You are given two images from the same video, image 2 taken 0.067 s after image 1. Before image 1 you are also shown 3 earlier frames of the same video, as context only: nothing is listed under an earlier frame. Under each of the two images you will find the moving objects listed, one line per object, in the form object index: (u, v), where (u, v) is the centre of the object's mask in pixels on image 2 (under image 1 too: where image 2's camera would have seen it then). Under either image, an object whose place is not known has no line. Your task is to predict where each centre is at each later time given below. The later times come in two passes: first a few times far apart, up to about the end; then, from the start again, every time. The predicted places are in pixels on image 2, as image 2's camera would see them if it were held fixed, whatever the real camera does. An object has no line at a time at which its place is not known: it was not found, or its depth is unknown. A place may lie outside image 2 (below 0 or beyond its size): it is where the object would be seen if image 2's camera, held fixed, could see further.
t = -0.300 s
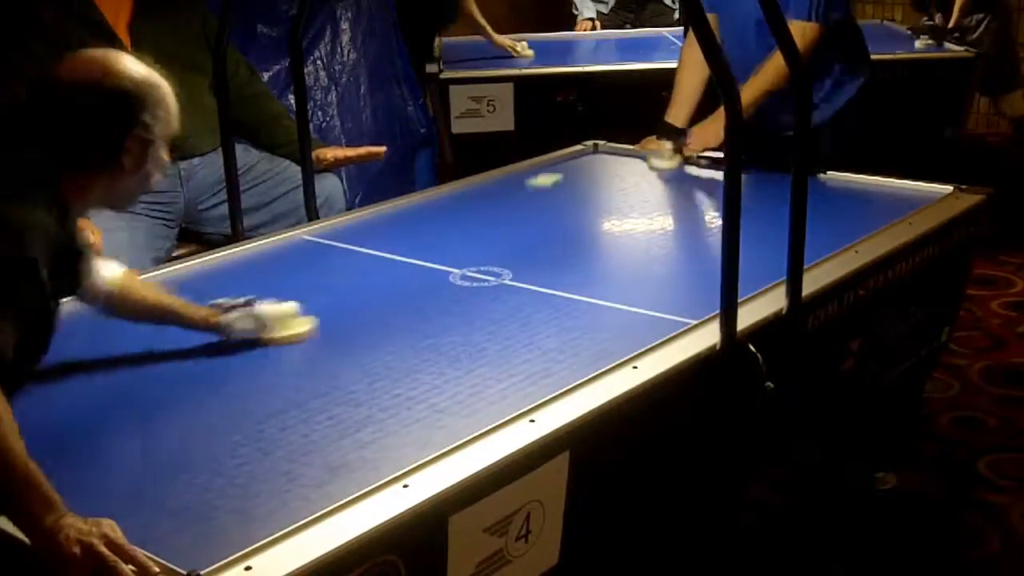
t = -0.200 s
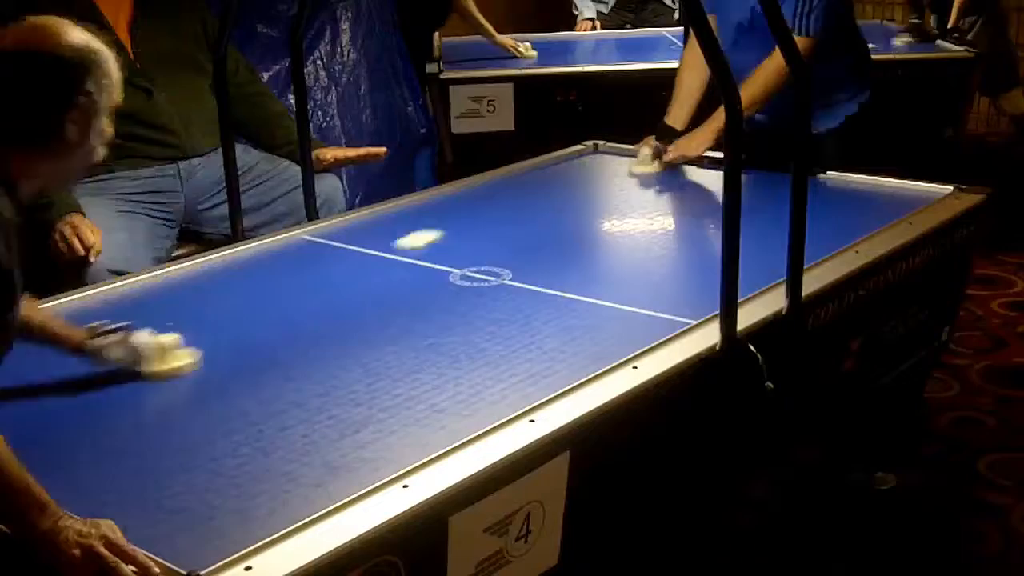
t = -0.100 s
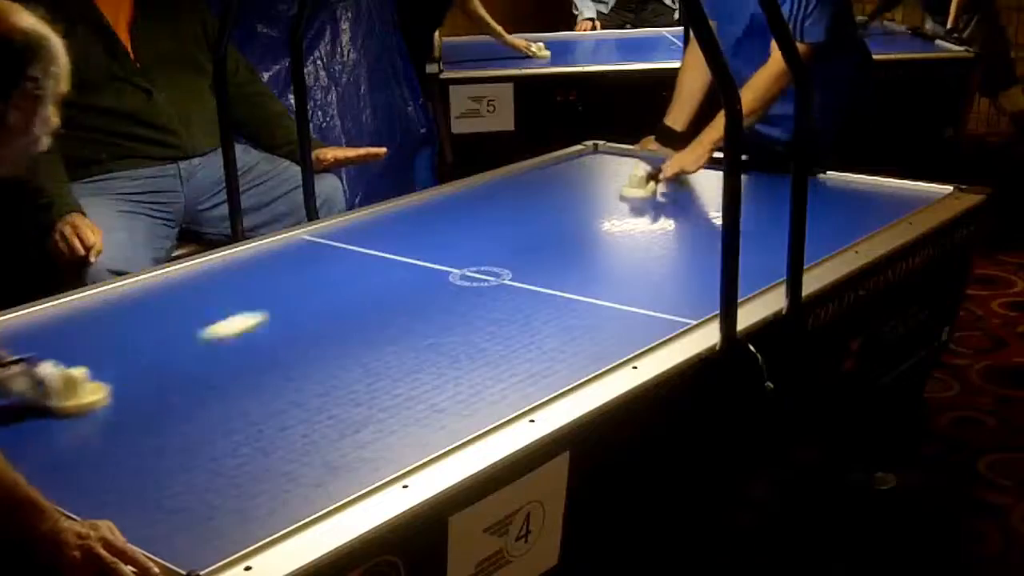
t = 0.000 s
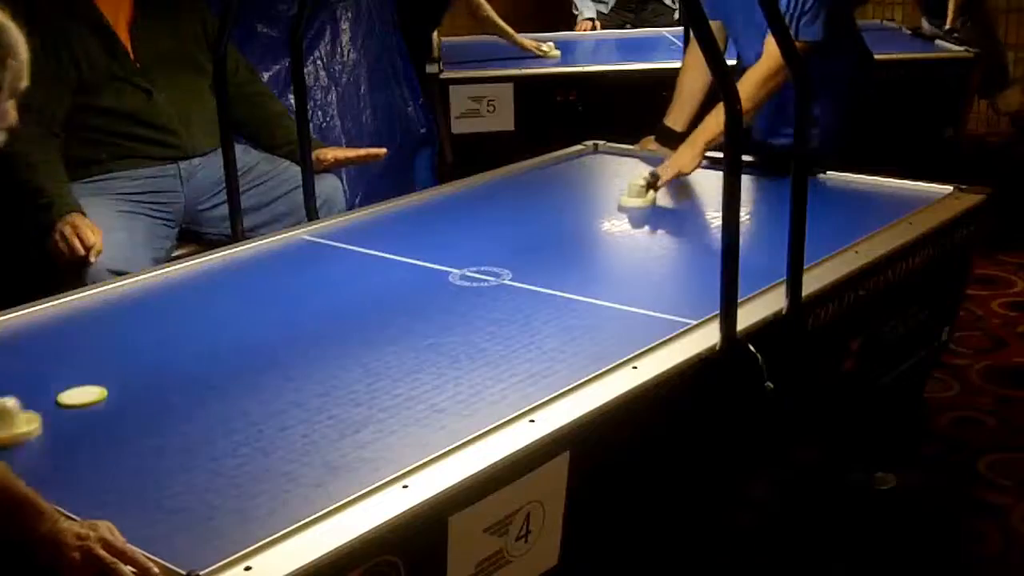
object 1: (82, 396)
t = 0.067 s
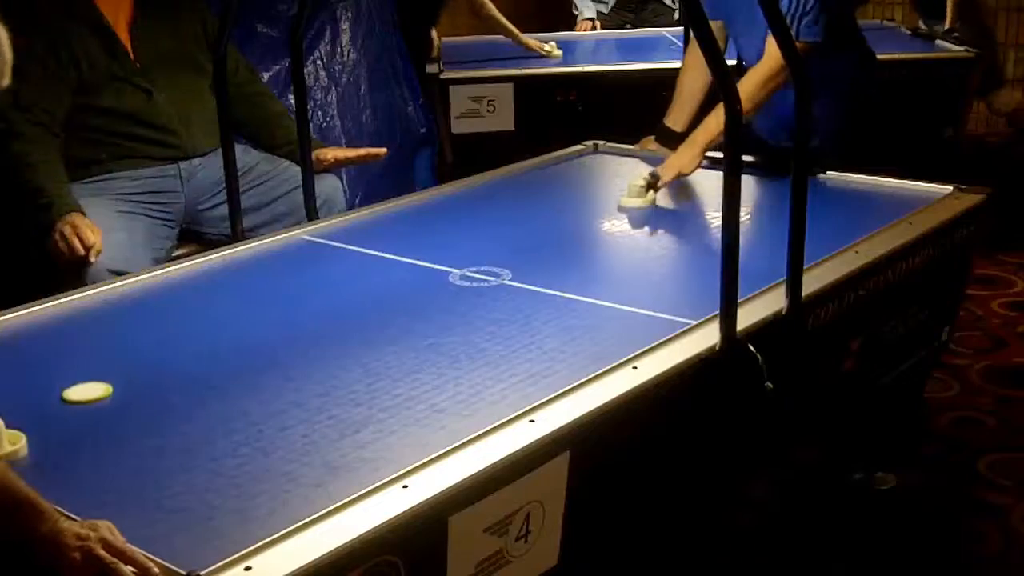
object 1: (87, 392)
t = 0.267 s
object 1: (102, 382)
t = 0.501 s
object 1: (118, 370)
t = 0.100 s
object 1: (89, 391)
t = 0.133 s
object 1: (92, 389)
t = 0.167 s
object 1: (94, 387)
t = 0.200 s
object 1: (97, 385)
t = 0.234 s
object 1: (99, 383)
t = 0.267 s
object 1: (102, 382)
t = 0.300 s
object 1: (104, 380)
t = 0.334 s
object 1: (107, 378)
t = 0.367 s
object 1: (109, 376)
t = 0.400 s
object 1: (111, 375)
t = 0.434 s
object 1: (114, 373)
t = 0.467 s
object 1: (116, 371)
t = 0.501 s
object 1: (118, 370)
